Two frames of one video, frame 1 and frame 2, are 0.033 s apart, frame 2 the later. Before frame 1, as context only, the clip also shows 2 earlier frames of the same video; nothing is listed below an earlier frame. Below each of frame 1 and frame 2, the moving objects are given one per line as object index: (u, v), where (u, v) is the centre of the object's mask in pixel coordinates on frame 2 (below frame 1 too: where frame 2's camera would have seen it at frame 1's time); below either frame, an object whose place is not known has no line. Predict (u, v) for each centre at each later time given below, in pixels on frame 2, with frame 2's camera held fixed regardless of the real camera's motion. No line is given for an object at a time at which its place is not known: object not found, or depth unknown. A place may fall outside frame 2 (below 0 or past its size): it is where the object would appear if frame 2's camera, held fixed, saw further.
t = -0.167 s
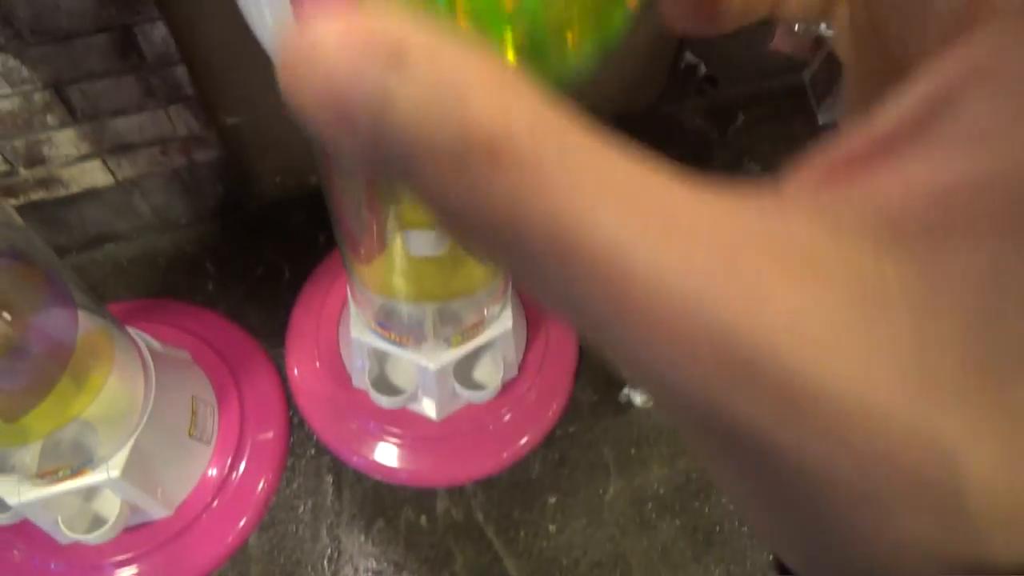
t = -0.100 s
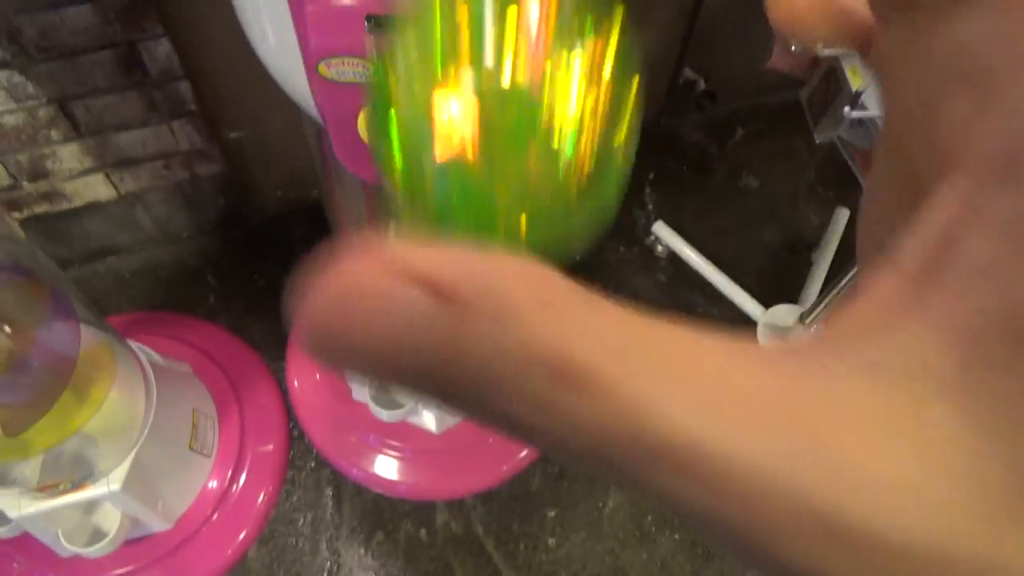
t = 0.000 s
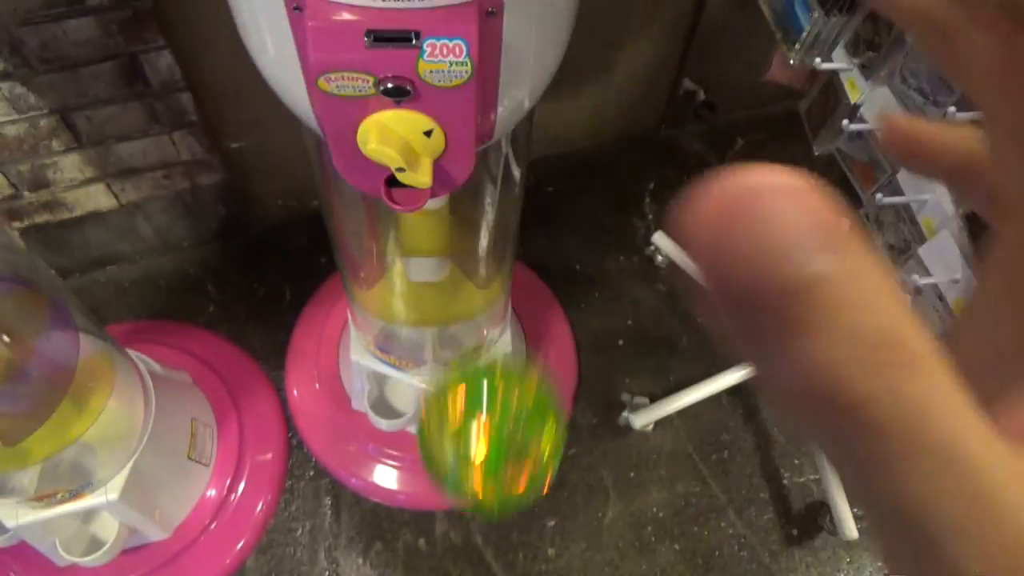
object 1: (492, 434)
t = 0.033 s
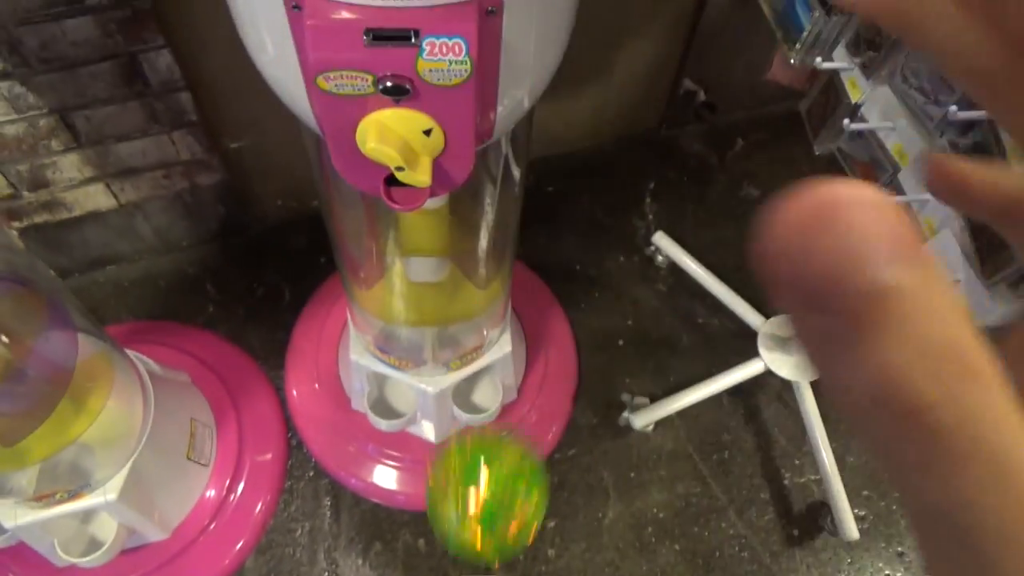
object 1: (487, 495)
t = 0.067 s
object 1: (483, 533)
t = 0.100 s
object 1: (479, 555)
